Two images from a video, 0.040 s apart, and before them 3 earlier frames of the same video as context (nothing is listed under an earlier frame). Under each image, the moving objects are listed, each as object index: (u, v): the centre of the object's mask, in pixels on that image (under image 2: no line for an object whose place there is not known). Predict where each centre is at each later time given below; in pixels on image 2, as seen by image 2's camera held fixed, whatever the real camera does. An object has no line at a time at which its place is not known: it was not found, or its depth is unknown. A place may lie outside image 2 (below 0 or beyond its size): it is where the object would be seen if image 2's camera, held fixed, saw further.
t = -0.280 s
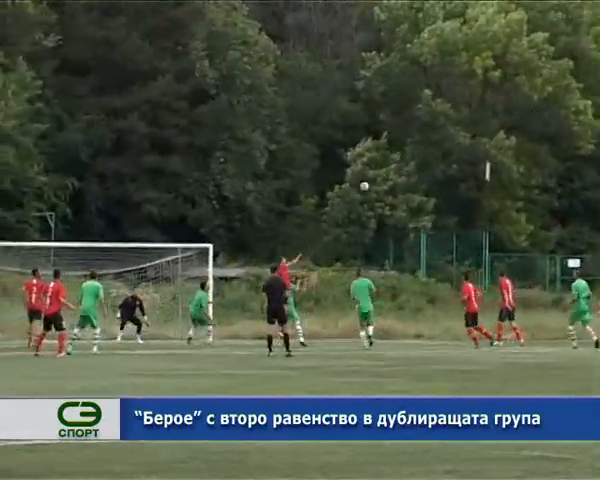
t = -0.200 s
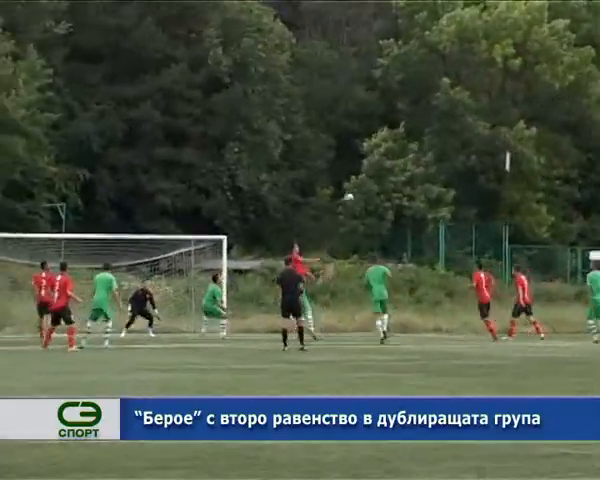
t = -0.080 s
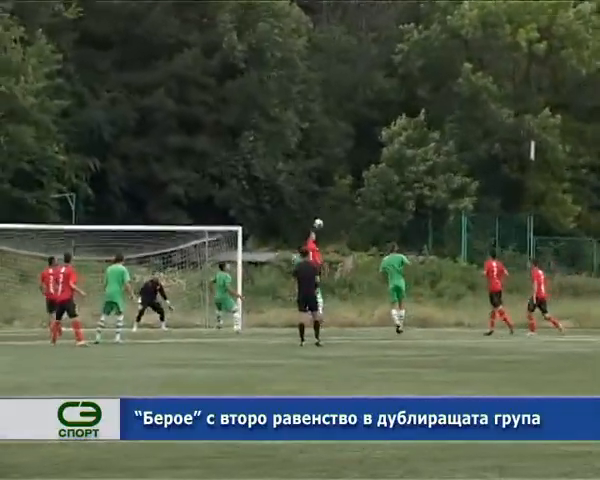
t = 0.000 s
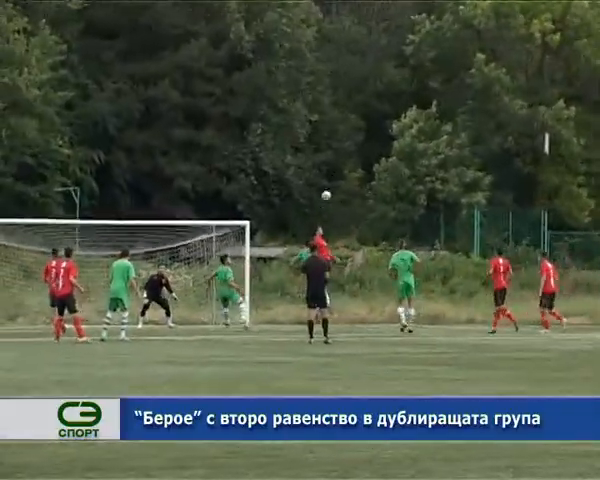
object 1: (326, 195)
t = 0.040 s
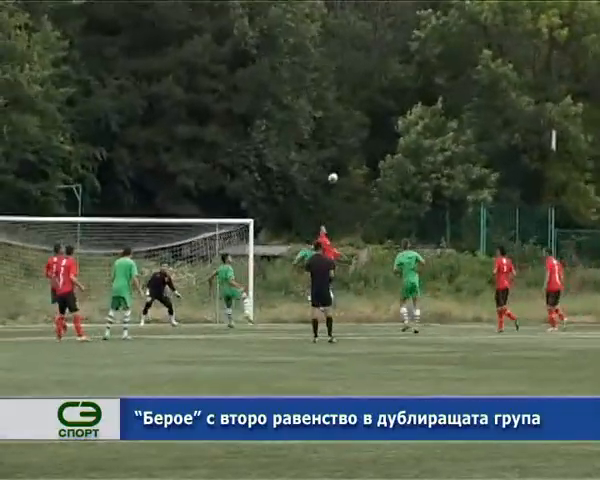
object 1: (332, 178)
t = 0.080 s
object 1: (335, 161)
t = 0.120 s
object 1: (338, 147)
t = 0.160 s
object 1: (341, 134)
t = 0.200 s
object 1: (344, 120)
